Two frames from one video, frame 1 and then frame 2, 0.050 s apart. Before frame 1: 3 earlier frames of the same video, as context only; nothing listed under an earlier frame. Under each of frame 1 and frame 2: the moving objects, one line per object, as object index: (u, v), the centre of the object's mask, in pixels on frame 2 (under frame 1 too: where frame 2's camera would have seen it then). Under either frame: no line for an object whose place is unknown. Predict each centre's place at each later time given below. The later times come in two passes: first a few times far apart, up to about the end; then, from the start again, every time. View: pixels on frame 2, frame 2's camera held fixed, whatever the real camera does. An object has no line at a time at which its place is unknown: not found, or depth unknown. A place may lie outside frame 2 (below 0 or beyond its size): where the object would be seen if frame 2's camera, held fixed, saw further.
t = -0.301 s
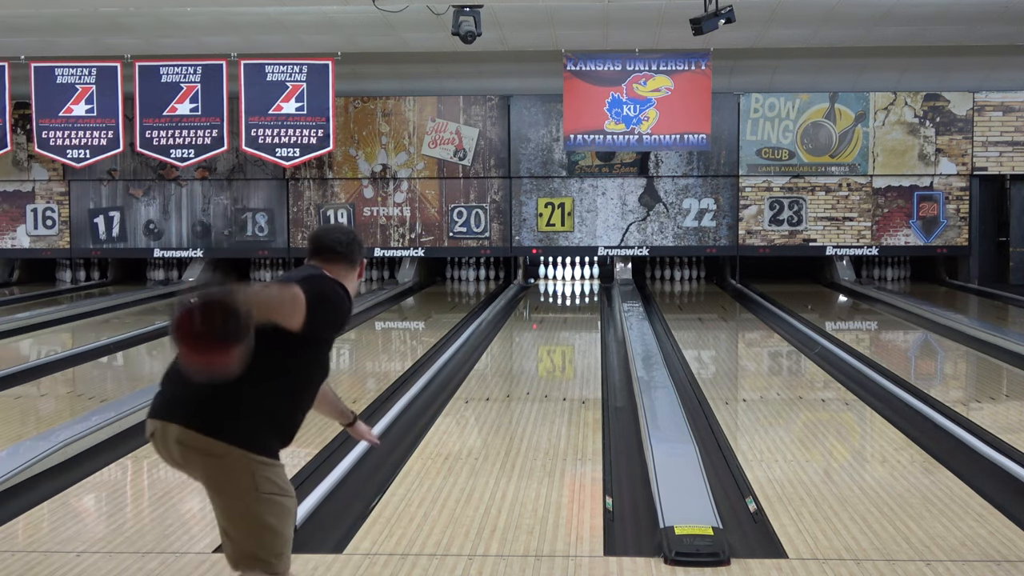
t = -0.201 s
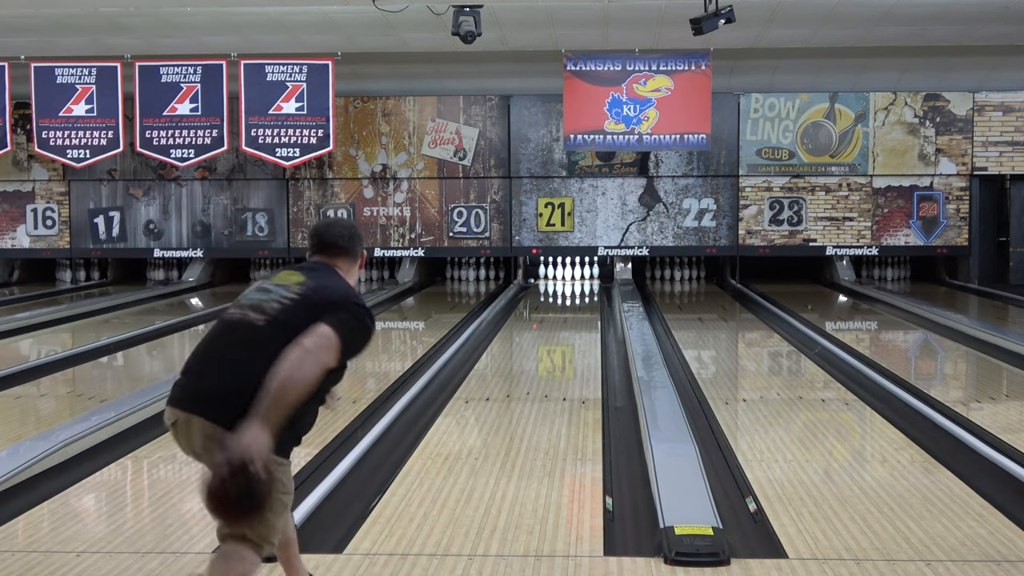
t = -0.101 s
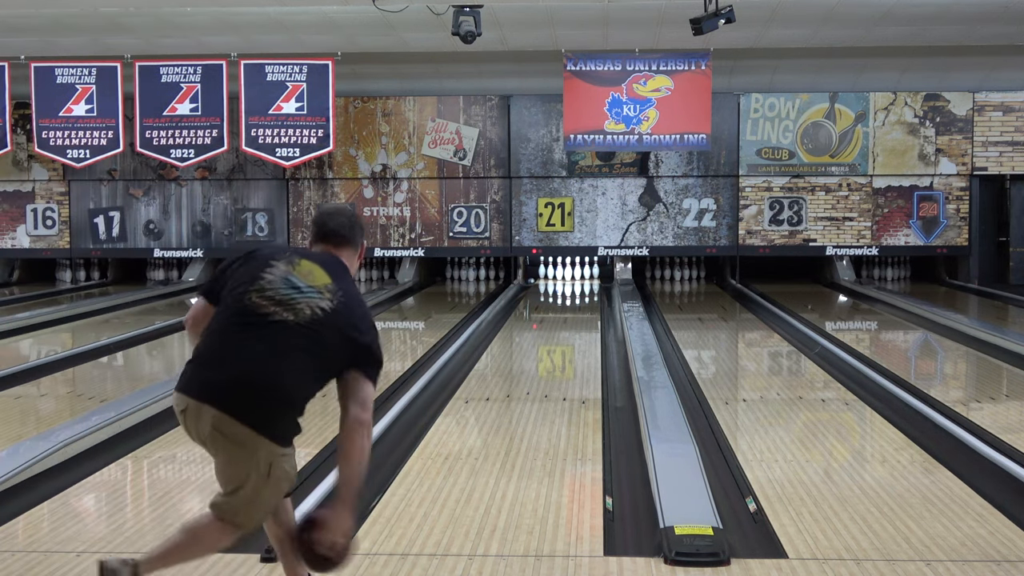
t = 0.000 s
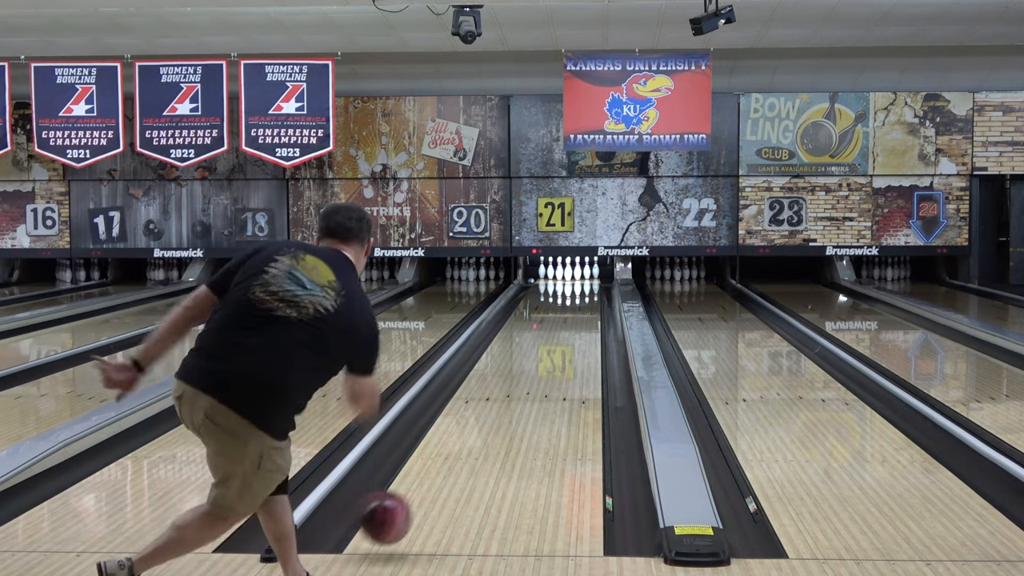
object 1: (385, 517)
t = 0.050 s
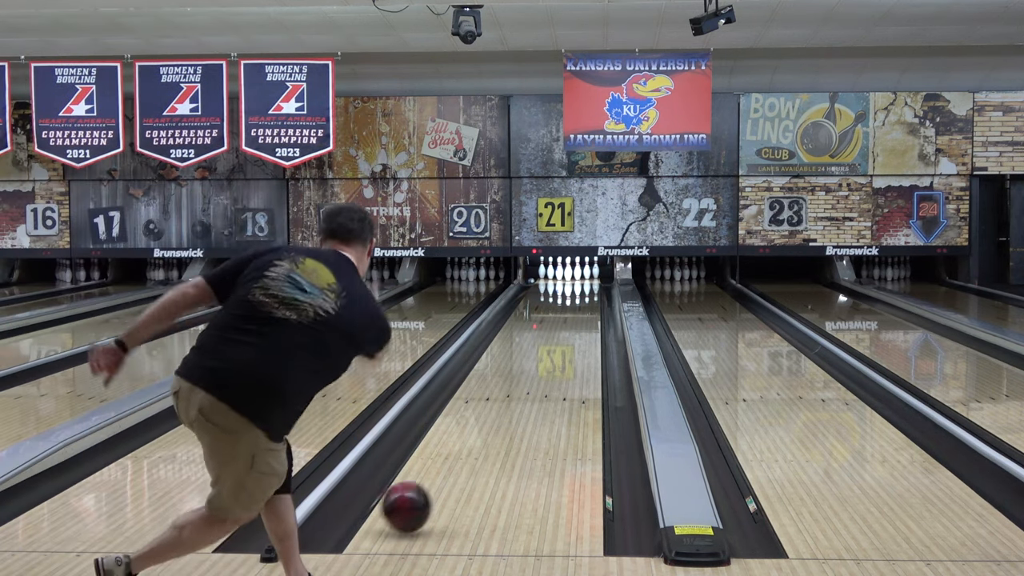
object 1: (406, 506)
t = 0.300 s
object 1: (480, 431)
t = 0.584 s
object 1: (526, 378)
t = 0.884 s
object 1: (558, 344)
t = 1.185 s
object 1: (577, 320)
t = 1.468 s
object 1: (588, 303)
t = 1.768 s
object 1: (594, 290)
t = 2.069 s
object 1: (588, 281)
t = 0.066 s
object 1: (413, 503)
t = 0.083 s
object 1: (419, 496)
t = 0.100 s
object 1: (425, 490)
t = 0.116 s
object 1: (430, 484)
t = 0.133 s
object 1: (436, 478)
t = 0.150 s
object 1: (441, 473)
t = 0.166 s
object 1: (446, 468)
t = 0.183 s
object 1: (451, 463)
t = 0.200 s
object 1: (456, 457)
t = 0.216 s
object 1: (460, 453)
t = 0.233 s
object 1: (464, 448)
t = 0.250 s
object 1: (468, 443)
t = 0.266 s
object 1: (472, 439)
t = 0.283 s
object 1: (476, 435)
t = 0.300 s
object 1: (480, 431)
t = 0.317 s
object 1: (483, 427)
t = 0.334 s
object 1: (487, 423)
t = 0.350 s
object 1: (490, 420)
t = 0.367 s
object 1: (493, 416)
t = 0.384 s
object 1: (497, 412)
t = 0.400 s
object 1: (499, 409)
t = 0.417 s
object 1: (502, 406)
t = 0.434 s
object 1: (505, 403)
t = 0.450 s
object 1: (508, 400)
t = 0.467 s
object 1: (510, 397)
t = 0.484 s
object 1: (513, 394)
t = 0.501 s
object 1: (516, 391)
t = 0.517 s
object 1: (518, 388)
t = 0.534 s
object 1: (520, 386)
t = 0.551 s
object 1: (523, 383)
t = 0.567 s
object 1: (525, 381)
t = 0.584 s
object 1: (526, 378)
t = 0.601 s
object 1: (529, 376)
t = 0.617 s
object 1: (531, 374)
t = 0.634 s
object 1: (533, 371)
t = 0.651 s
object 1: (535, 369)
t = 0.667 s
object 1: (537, 367)
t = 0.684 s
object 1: (539, 365)
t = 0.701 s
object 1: (541, 363)
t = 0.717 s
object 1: (542, 361)
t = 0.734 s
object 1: (544, 359)
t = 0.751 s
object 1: (546, 357)
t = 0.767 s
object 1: (547, 355)
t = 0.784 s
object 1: (549, 354)
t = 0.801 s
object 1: (550, 352)
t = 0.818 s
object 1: (552, 350)
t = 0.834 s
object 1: (553, 348)
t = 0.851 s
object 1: (555, 347)
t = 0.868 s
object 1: (556, 345)
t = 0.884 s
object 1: (558, 344)
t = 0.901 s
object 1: (559, 342)
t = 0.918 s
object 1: (560, 340)
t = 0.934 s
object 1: (561, 339)
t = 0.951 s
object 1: (563, 337)
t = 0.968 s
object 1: (564, 336)
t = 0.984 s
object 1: (565, 335)
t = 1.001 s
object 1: (566, 333)
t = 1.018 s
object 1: (567, 332)
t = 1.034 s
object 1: (568, 331)
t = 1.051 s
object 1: (569, 329)
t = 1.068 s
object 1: (571, 328)
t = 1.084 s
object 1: (571, 327)
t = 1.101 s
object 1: (573, 325)
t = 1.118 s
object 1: (574, 324)
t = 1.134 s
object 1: (574, 323)
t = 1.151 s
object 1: (575, 322)
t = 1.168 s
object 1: (576, 321)
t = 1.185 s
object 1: (577, 320)
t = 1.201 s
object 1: (578, 319)
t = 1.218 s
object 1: (579, 318)
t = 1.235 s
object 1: (579, 317)
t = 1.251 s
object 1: (580, 316)
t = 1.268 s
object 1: (581, 315)
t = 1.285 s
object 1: (581, 314)
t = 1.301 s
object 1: (582, 313)
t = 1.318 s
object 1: (583, 312)
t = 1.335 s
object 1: (584, 311)
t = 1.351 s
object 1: (584, 310)
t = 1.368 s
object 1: (585, 309)
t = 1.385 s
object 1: (586, 308)
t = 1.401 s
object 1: (586, 307)
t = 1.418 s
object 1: (587, 306)
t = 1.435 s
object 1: (587, 305)
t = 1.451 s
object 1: (588, 304)
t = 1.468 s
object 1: (588, 303)
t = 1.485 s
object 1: (589, 303)
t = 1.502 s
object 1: (589, 302)
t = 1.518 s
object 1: (589, 301)
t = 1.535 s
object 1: (590, 301)
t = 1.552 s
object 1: (591, 300)
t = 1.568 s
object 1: (591, 299)
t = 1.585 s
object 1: (591, 298)
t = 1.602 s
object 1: (592, 297)
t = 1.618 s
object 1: (592, 296)
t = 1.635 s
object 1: (592, 296)
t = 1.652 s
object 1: (593, 295)
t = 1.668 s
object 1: (593, 295)
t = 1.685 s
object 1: (593, 294)
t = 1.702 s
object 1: (593, 293)
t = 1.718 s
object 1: (593, 292)
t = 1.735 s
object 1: (593, 292)
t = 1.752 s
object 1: (593, 292)
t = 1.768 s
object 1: (594, 290)
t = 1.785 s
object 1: (594, 290)
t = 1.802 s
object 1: (594, 289)
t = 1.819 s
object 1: (594, 289)
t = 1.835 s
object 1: (594, 288)
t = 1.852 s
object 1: (594, 288)
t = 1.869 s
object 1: (594, 287)
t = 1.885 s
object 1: (593, 286)
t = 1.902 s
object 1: (593, 286)
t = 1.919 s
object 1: (593, 285)
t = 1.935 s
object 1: (592, 285)
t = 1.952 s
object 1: (592, 285)
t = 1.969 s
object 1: (592, 284)
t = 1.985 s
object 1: (592, 284)
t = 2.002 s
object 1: (592, 283)
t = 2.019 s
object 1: (591, 283)
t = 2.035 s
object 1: (590, 282)
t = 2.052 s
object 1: (589, 282)
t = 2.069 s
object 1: (588, 281)
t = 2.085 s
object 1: (588, 280)
